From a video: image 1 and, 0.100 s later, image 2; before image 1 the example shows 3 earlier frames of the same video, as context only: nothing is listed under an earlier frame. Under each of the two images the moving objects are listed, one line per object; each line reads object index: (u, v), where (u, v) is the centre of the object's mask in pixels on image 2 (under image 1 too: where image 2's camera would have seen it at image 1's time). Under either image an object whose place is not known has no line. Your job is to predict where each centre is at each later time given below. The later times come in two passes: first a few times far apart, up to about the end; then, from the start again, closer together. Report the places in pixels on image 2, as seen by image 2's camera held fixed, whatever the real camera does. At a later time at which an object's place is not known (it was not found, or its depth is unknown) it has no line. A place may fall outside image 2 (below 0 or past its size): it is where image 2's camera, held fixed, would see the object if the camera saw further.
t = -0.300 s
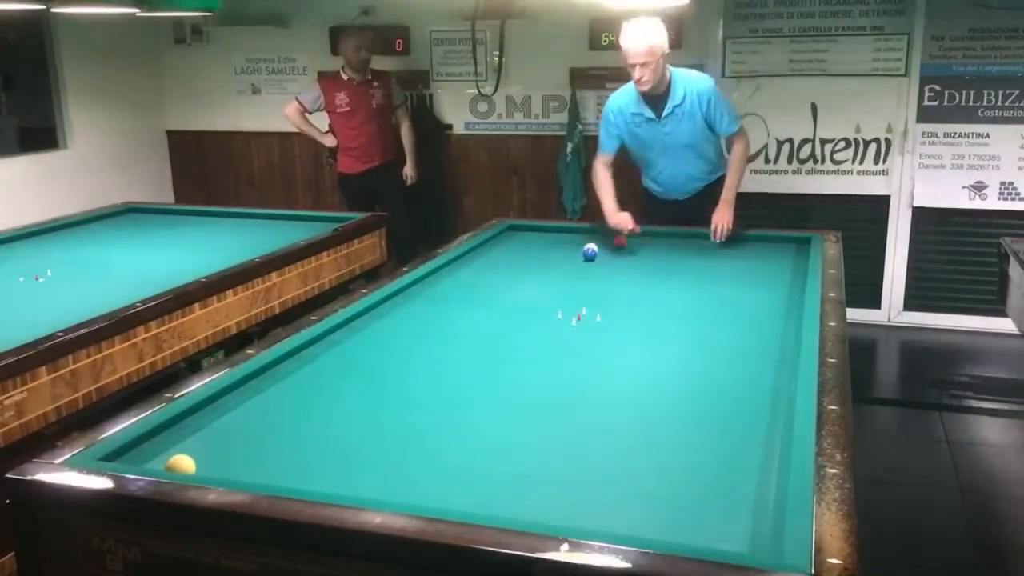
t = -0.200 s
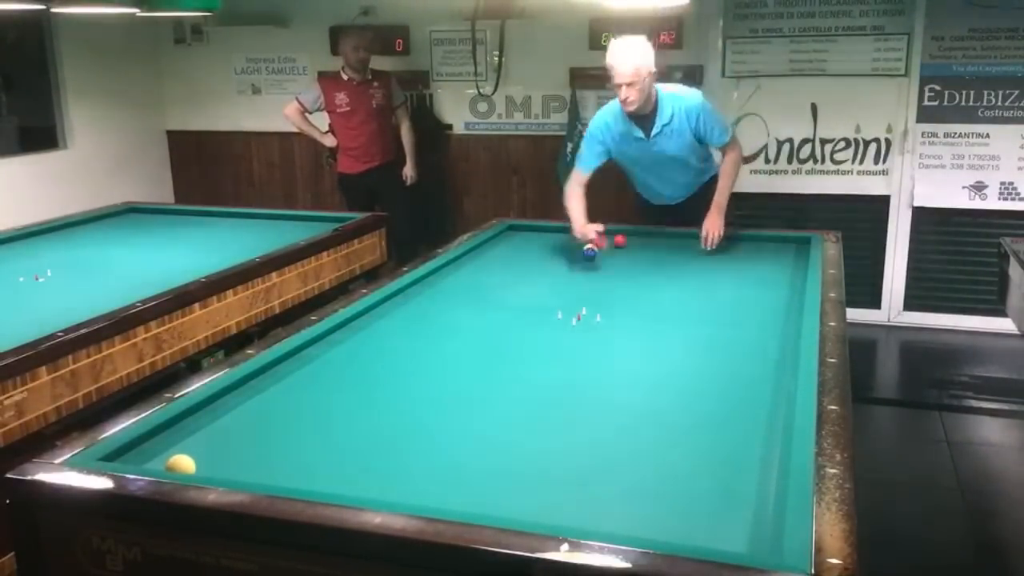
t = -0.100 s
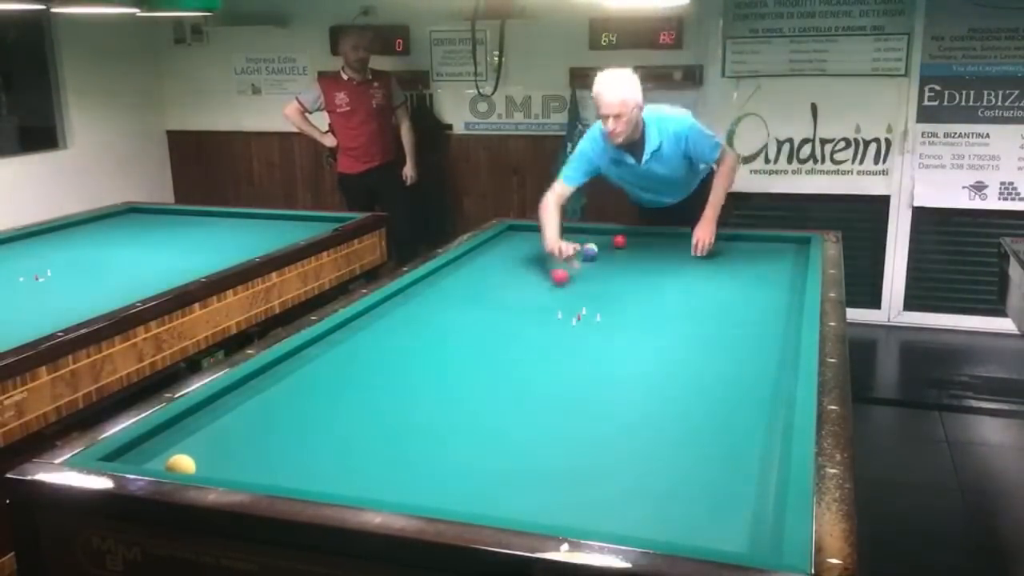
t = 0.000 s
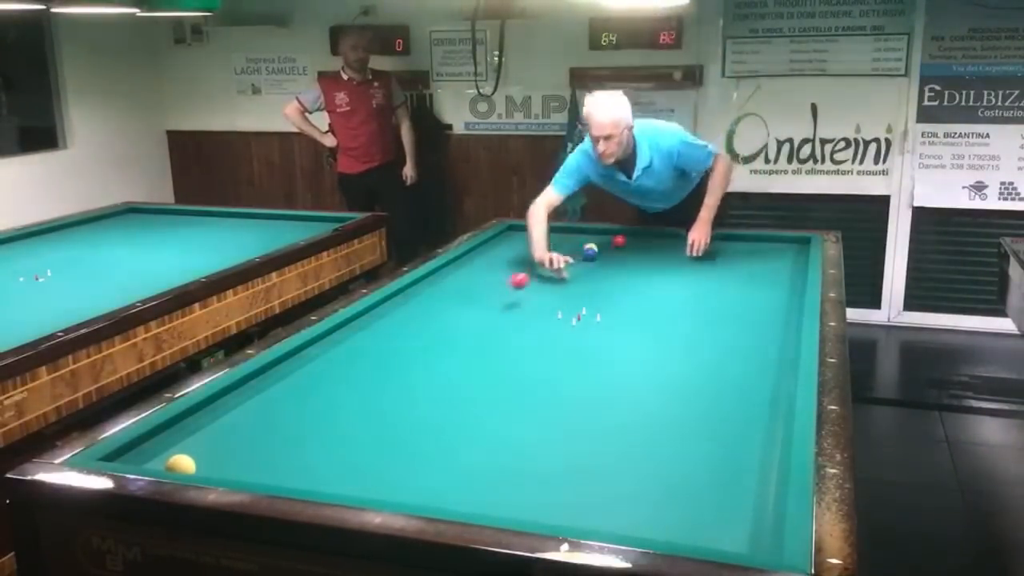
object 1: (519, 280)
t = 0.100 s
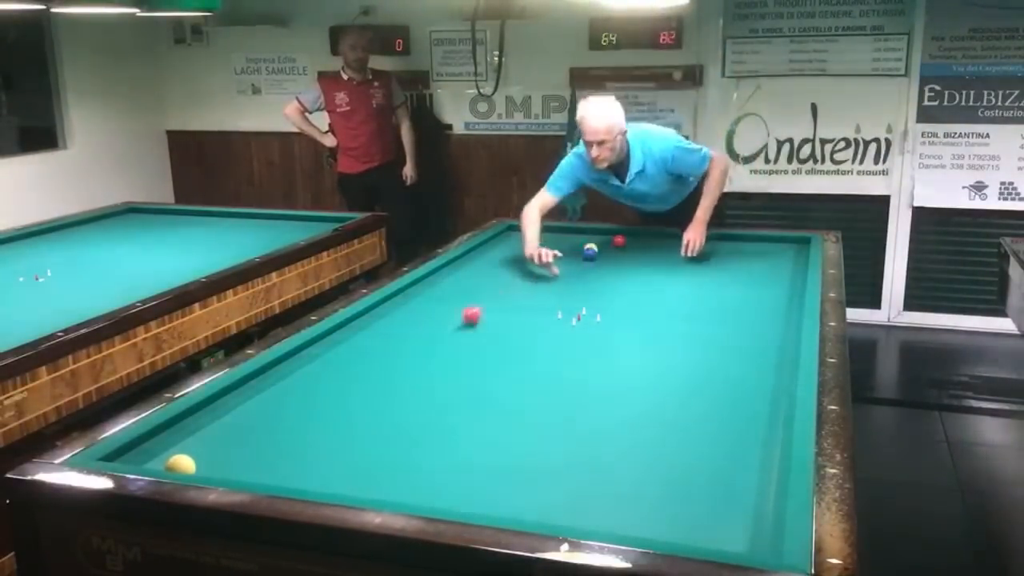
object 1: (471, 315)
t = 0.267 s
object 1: (379, 352)
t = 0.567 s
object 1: (145, 455)
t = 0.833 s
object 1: (234, 395)
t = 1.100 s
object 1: (315, 356)
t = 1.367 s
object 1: (378, 326)
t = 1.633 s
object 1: (434, 299)
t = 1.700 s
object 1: (439, 296)
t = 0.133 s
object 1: (455, 316)
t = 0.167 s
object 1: (437, 322)
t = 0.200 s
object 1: (419, 330)
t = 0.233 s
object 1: (400, 344)
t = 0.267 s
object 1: (379, 352)
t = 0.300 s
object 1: (359, 359)
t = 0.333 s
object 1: (336, 371)
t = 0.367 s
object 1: (312, 382)
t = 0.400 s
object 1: (288, 392)
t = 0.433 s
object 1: (261, 406)
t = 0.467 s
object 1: (235, 416)
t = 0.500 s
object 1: (205, 430)
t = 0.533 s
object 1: (176, 441)
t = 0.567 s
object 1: (145, 455)
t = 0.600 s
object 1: (140, 454)
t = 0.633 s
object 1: (154, 444)
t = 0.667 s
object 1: (167, 434)
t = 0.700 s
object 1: (179, 424)
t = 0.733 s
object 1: (191, 415)
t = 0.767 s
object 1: (206, 408)
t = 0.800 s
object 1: (220, 402)
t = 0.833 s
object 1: (234, 395)
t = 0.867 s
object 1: (246, 389)
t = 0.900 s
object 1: (258, 384)
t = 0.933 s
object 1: (268, 379)
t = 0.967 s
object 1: (278, 374)
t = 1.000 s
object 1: (288, 370)
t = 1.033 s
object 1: (297, 365)
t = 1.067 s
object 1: (306, 360)
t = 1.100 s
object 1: (315, 356)
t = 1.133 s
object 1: (324, 352)
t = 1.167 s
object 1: (333, 348)
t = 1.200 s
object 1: (340, 344)
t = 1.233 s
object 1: (349, 340)
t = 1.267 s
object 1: (356, 336)
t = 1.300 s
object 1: (364, 333)
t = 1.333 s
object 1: (371, 329)
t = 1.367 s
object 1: (378, 326)
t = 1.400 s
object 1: (385, 322)
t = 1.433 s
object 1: (391, 319)
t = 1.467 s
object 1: (398, 316)
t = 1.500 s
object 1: (404, 313)
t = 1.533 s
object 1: (411, 310)
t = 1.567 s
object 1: (417, 307)
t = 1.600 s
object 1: (423, 304)
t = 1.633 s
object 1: (434, 299)
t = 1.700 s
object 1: (439, 296)
